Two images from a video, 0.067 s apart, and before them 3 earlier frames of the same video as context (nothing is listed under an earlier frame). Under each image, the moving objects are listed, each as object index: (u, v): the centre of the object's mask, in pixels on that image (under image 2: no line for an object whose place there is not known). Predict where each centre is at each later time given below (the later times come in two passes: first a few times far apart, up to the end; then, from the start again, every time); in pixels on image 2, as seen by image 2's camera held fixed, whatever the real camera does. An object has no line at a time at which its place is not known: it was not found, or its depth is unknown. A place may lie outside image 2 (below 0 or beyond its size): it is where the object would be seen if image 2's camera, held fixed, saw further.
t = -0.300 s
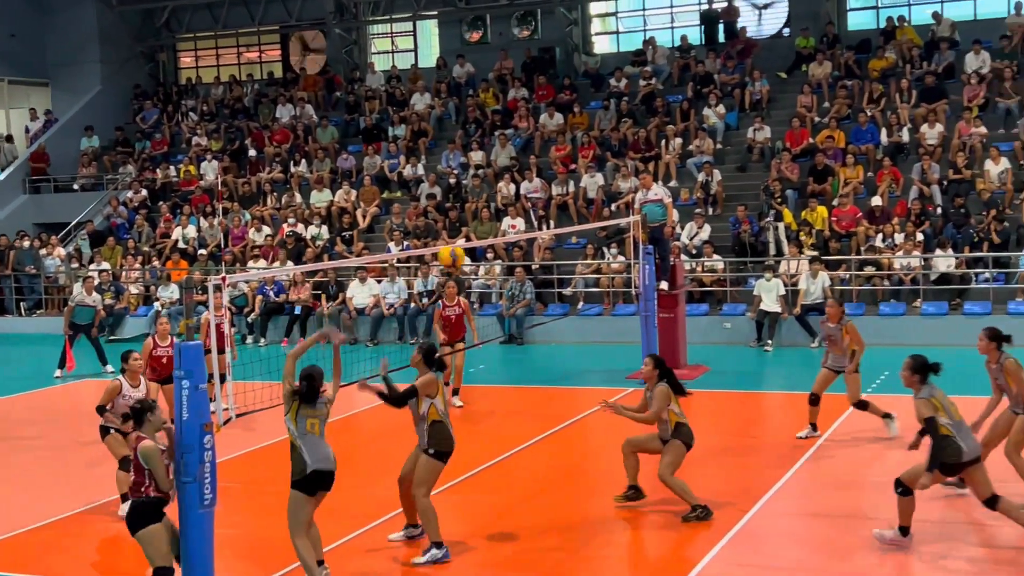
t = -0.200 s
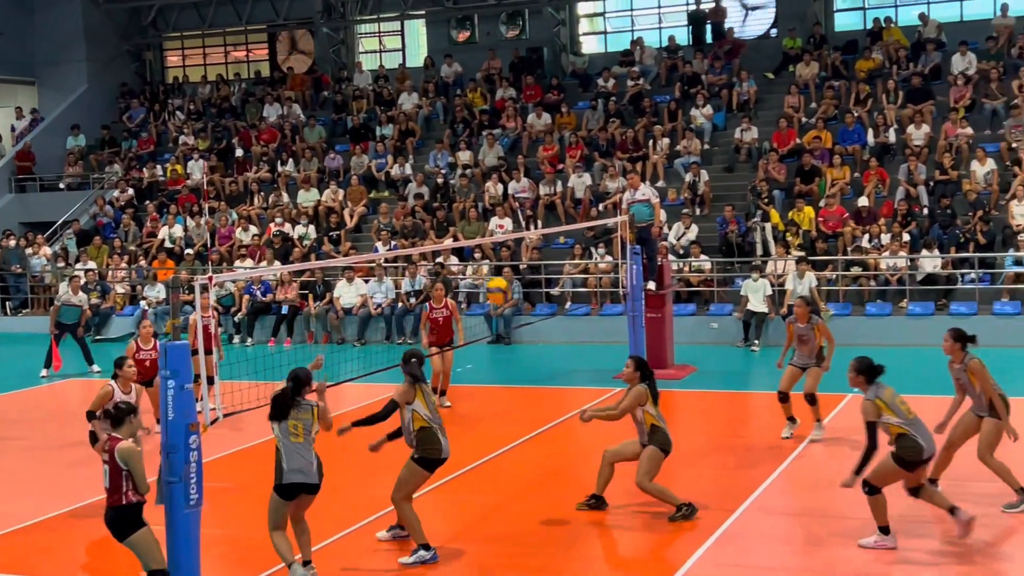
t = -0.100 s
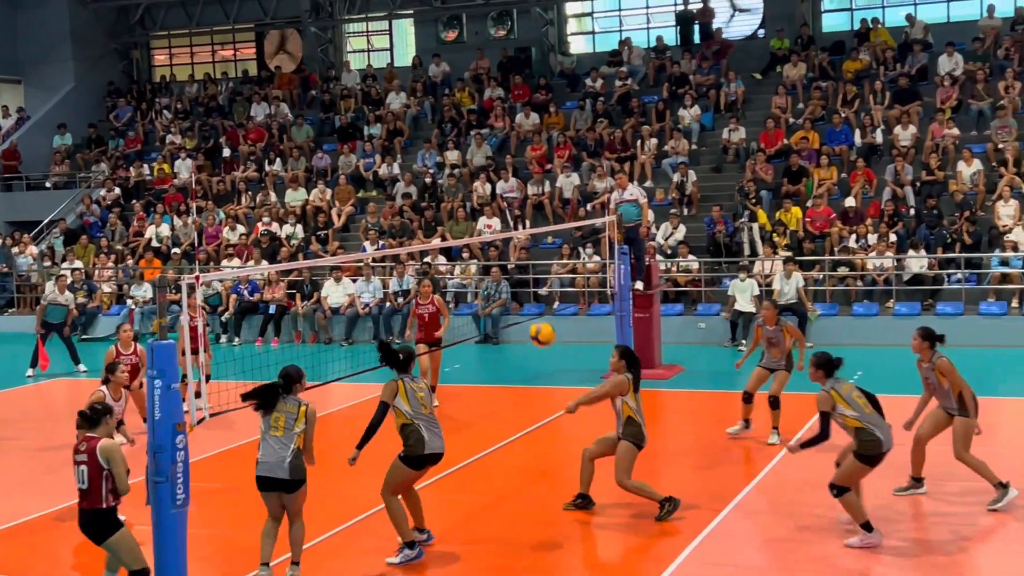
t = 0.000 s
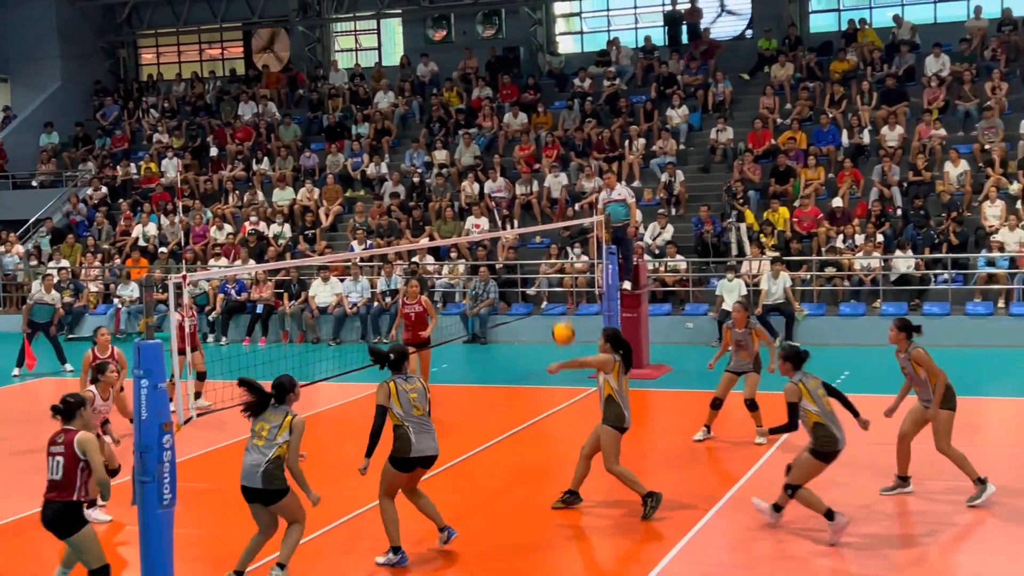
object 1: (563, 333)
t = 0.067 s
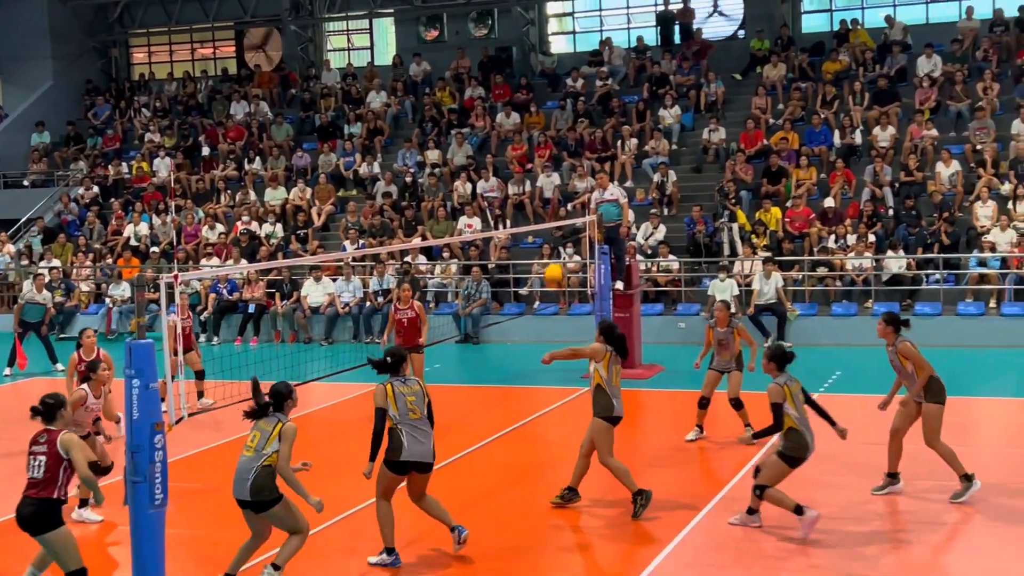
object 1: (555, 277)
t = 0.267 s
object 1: (553, 142)
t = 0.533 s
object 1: (551, 34)
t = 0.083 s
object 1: (555, 263)
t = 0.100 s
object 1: (554, 250)
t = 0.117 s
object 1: (555, 239)
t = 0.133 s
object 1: (555, 227)
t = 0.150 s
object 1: (554, 214)
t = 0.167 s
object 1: (554, 204)
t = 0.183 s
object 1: (554, 193)
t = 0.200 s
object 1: (554, 183)
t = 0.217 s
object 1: (554, 171)
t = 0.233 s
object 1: (554, 160)
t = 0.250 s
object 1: (554, 151)
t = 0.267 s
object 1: (553, 142)
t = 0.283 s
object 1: (553, 132)
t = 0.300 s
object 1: (553, 124)
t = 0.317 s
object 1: (553, 115)
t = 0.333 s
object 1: (553, 107)
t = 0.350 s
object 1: (553, 99)
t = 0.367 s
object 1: (553, 92)
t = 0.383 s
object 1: (553, 85)
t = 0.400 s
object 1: (553, 78)
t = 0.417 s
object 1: (552, 71)
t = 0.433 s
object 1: (552, 66)
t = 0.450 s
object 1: (552, 60)
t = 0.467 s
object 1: (551, 55)
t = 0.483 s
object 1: (551, 49)
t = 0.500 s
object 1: (551, 44)
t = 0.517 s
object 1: (551, 39)
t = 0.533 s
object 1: (551, 34)
